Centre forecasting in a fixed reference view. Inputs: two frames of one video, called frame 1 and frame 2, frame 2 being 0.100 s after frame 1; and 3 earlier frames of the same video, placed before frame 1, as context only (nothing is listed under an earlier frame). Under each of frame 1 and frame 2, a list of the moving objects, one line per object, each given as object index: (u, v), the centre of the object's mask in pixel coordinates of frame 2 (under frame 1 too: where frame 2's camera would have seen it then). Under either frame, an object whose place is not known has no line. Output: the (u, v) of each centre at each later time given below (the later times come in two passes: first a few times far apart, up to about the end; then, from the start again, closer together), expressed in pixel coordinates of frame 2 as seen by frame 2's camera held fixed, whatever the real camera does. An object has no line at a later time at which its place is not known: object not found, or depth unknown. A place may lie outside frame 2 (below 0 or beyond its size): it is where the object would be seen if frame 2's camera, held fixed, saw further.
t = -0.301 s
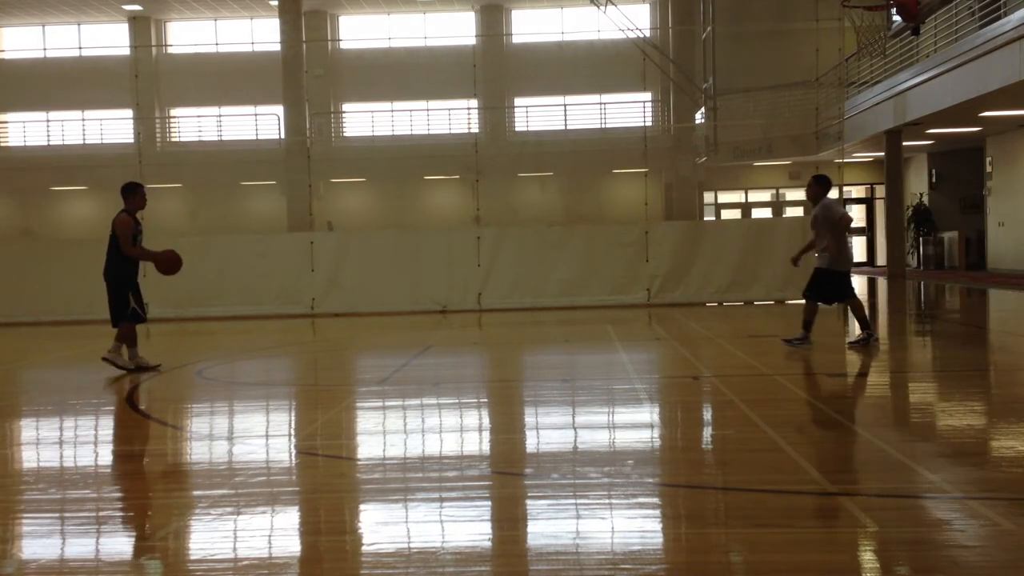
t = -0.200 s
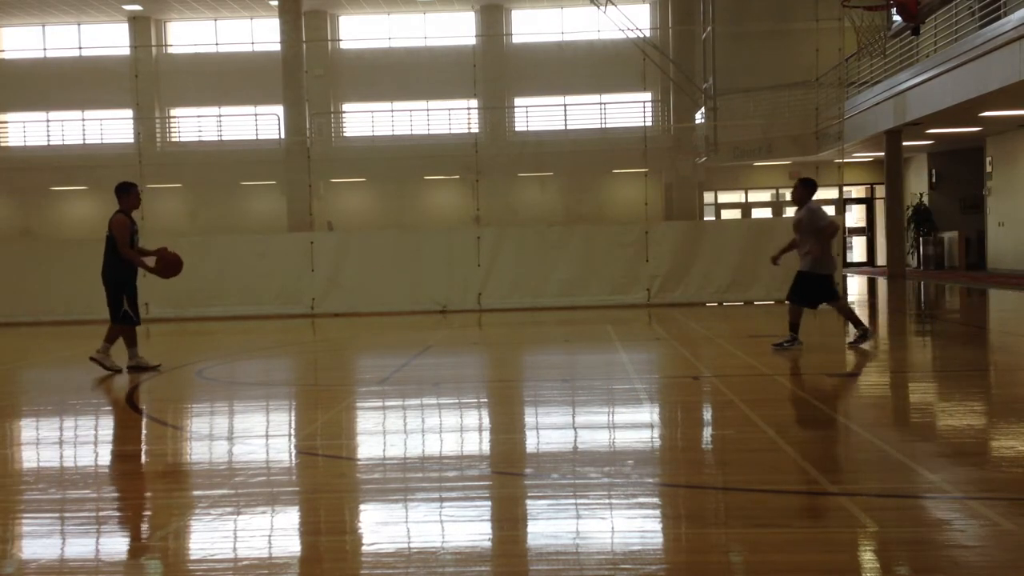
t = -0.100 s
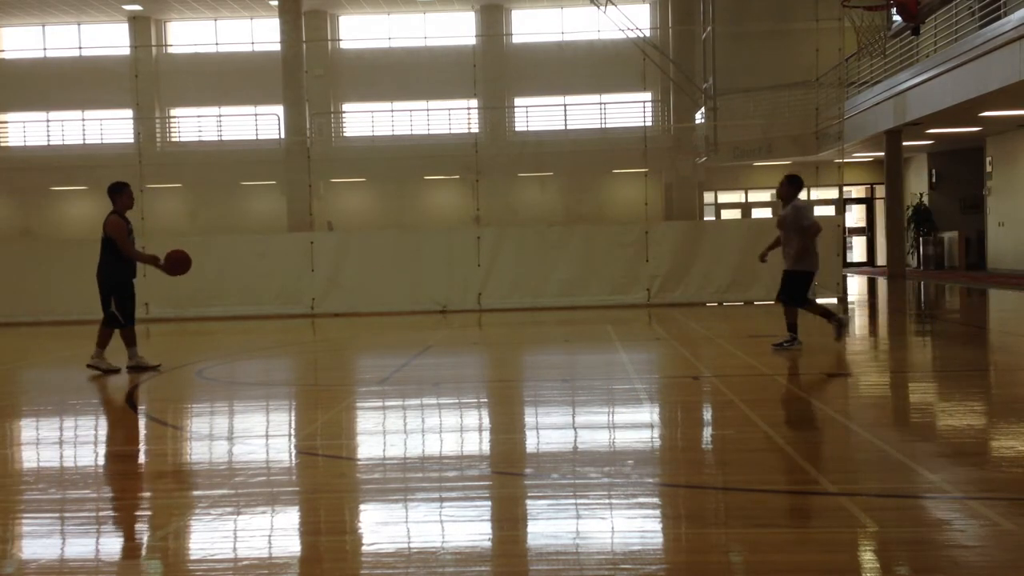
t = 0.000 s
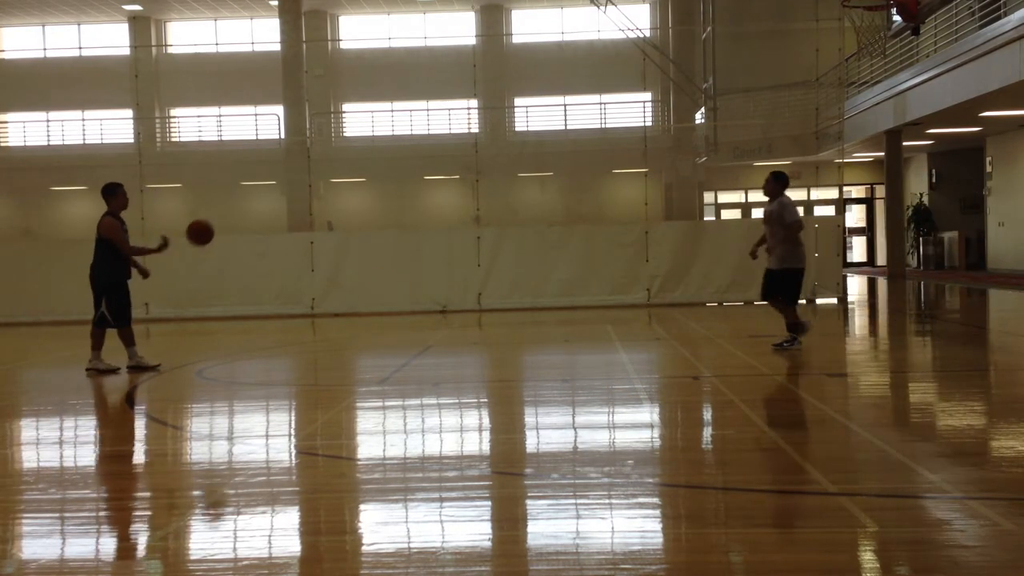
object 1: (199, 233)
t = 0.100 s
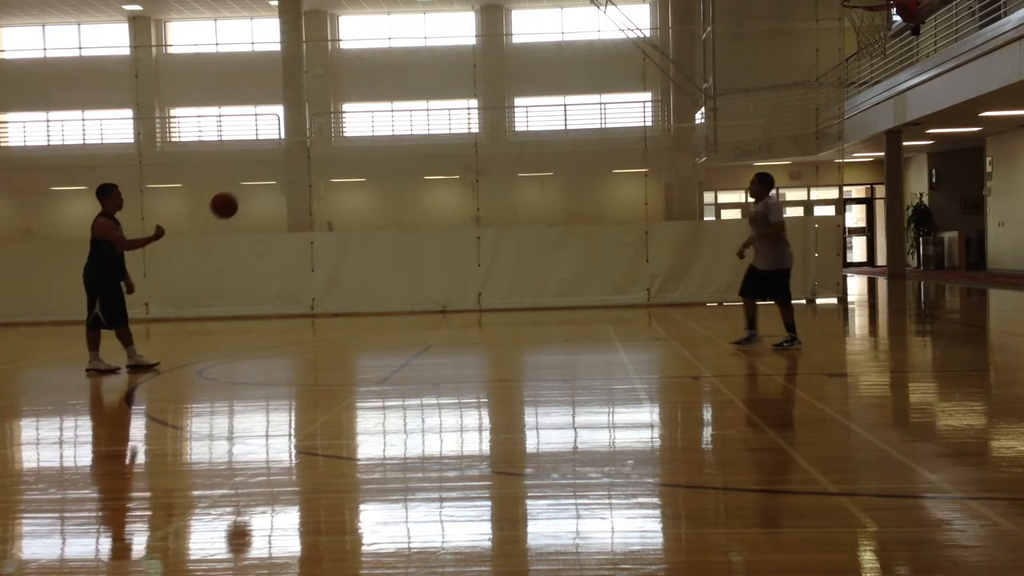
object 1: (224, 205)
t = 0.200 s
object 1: (248, 189)
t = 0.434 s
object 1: (306, 191)
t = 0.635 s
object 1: (356, 240)
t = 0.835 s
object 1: (407, 330)
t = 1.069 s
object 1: (455, 279)
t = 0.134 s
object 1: (232, 199)
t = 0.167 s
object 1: (240, 193)
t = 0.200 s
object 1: (248, 189)
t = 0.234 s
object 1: (256, 185)
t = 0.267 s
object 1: (265, 183)
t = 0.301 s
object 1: (273, 183)
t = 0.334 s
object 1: (281, 183)
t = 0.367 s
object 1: (290, 184)
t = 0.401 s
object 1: (298, 187)
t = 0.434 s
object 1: (306, 191)
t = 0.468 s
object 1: (315, 196)
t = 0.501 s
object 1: (323, 203)
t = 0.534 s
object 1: (332, 210)
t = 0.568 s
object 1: (340, 219)
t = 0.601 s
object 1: (348, 229)
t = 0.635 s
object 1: (356, 240)
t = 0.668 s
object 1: (365, 252)
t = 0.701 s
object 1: (373, 265)
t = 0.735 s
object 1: (382, 279)
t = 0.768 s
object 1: (390, 295)
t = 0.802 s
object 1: (398, 312)
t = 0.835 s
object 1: (407, 330)
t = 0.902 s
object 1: (422, 334)
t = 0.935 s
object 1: (428, 321)
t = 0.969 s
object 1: (435, 308)
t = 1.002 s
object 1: (441, 298)
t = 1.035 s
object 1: (448, 287)
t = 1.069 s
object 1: (455, 279)
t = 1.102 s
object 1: (461, 271)
